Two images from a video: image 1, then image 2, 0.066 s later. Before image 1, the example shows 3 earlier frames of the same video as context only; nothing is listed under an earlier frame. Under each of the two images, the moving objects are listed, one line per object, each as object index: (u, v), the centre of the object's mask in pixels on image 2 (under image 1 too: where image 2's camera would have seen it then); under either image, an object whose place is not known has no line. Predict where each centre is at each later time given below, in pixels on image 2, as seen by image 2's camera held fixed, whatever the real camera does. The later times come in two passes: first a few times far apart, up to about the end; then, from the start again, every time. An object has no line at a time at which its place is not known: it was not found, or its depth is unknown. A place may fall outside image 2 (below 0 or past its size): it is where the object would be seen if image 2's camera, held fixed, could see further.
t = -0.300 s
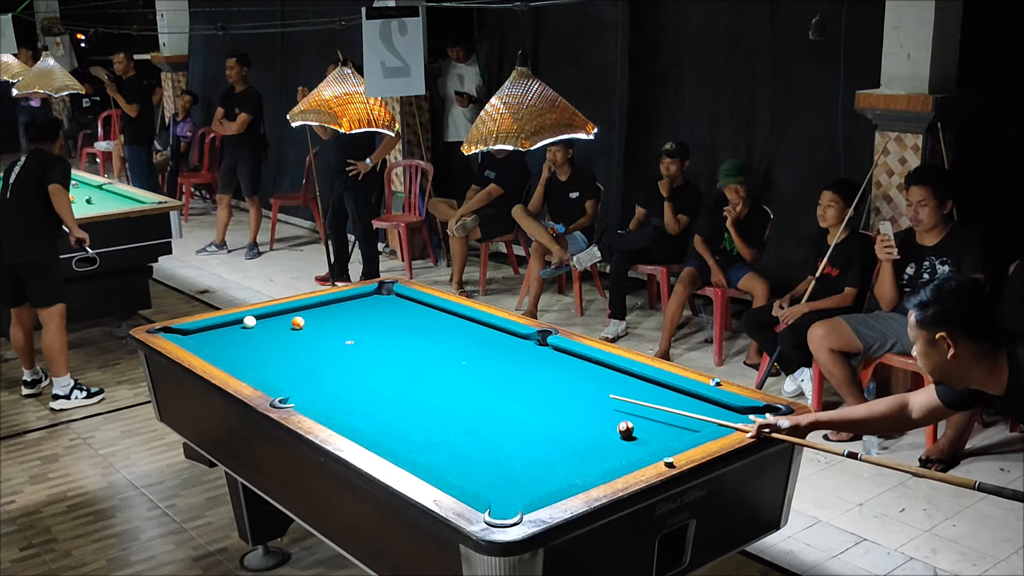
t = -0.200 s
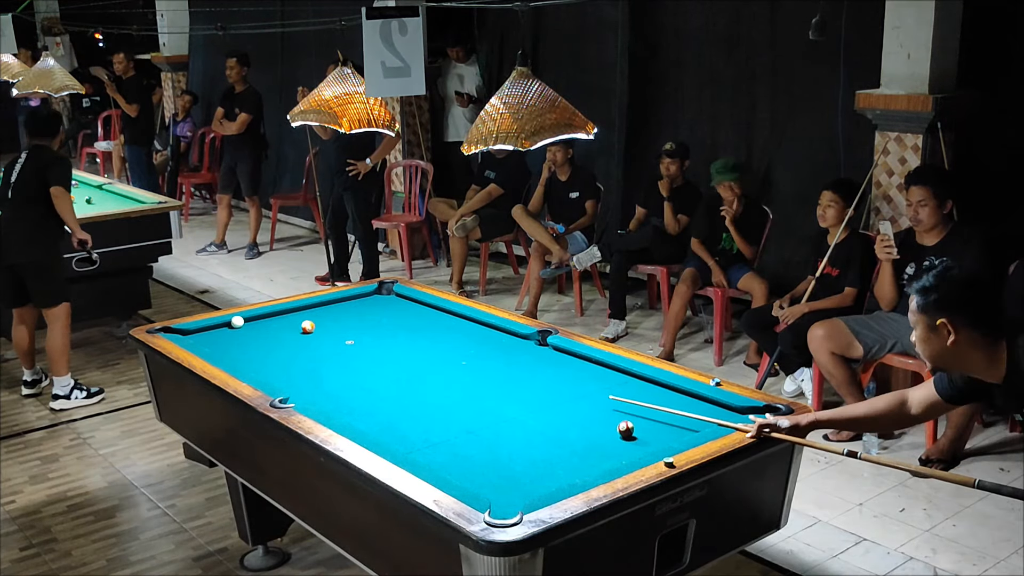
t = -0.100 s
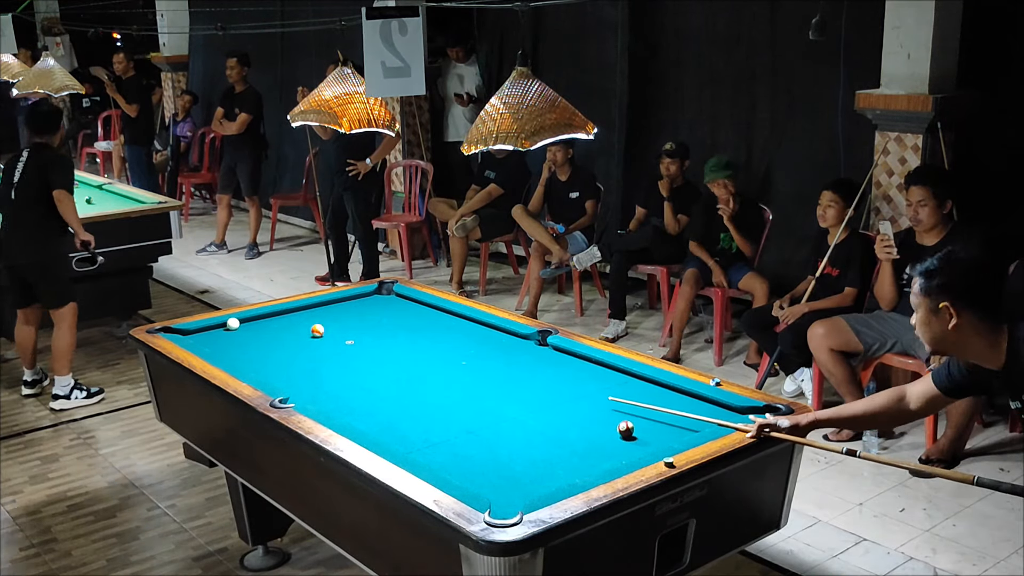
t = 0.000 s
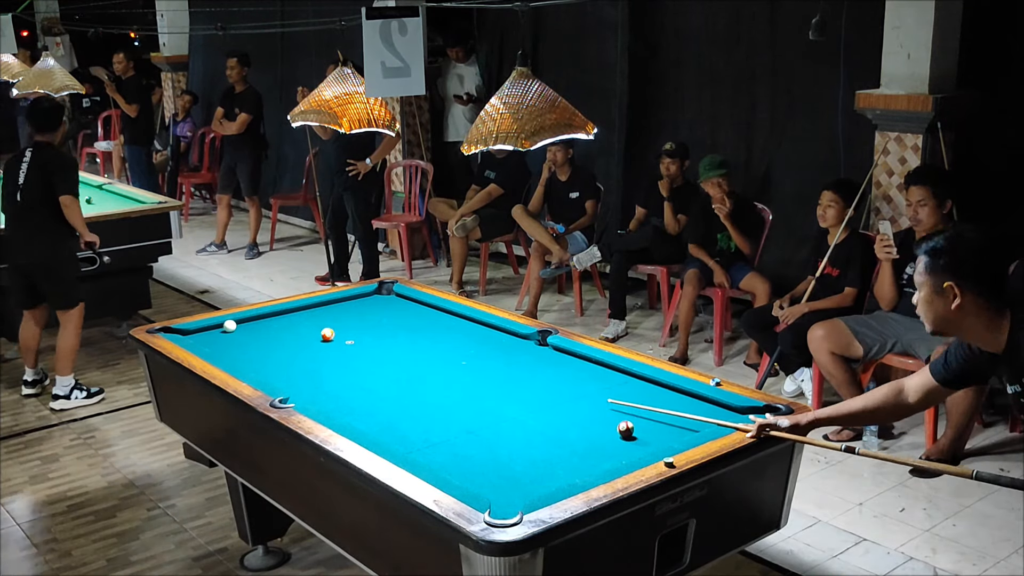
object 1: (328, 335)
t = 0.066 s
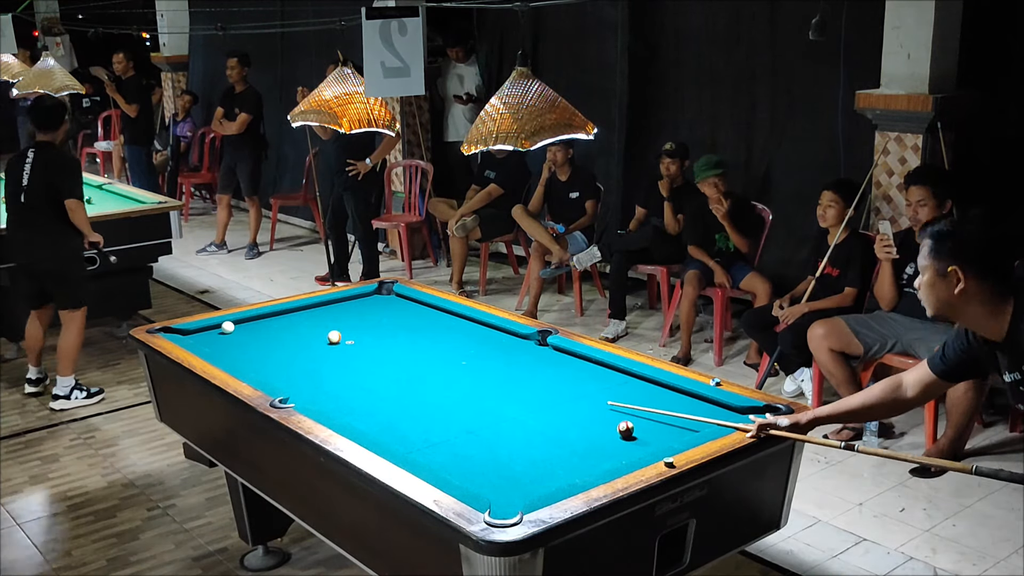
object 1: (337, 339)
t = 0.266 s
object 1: (354, 346)
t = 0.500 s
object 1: (378, 355)
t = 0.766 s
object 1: (405, 365)
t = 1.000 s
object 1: (428, 374)
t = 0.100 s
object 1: (340, 341)
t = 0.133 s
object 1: (342, 342)
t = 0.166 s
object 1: (345, 342)
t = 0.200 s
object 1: (348, 343)
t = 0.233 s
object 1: (351, 344)
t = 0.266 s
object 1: (354, 346)
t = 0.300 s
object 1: (357, 346)
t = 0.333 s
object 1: (359, 347)
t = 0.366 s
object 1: (364, 349)
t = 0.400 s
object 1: (368, 351)
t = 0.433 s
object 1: (371, 352)
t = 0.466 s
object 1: (375, 353)
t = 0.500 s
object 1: (378, 355)
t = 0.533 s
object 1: (381, 356)
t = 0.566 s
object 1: (385, 357)
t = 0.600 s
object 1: (388, 359)
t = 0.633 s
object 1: (392, 360)
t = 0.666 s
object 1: (395, 361)
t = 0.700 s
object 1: (398, 363)
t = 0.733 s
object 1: (401, 364)
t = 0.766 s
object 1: (405, 365)
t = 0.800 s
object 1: (408, 367)
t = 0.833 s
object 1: (412, 368)
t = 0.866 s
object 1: (415, 370)
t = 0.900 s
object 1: (418, 370)
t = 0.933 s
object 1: (421, 372)
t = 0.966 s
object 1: (425, 373)
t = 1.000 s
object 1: (428, 374)
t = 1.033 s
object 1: (432, 375)
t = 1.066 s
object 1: (435, 377)
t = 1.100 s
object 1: (438, 378)
